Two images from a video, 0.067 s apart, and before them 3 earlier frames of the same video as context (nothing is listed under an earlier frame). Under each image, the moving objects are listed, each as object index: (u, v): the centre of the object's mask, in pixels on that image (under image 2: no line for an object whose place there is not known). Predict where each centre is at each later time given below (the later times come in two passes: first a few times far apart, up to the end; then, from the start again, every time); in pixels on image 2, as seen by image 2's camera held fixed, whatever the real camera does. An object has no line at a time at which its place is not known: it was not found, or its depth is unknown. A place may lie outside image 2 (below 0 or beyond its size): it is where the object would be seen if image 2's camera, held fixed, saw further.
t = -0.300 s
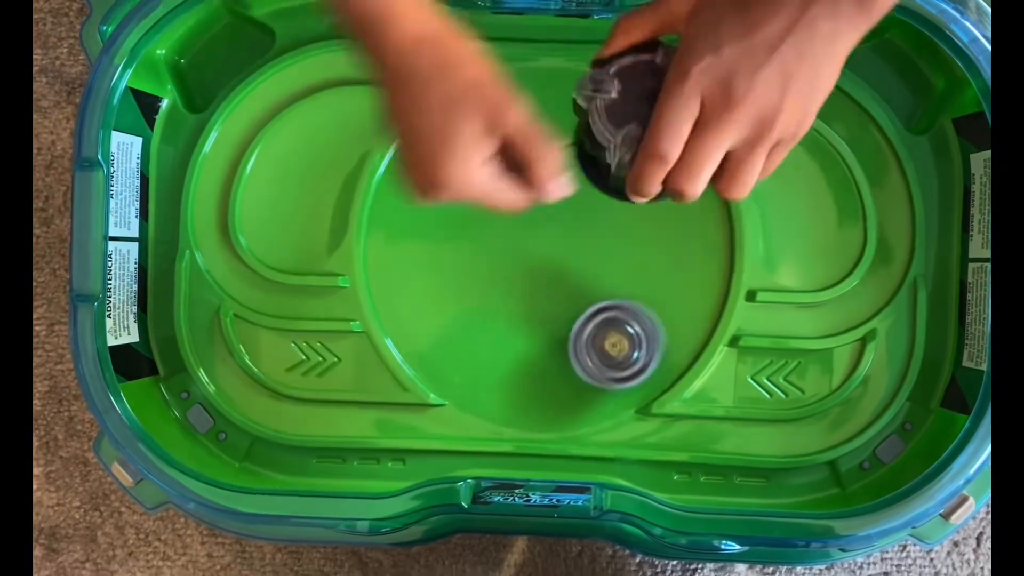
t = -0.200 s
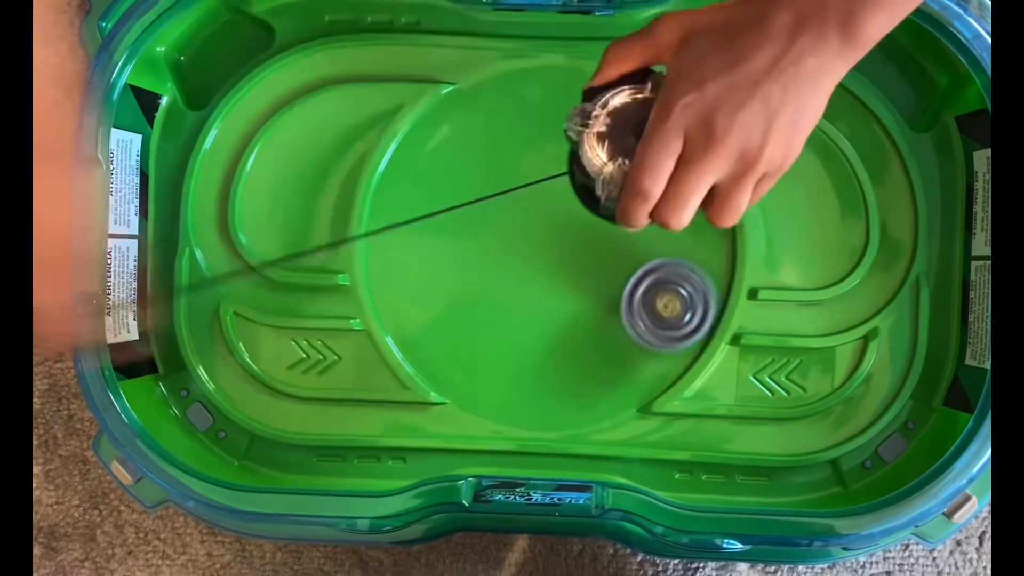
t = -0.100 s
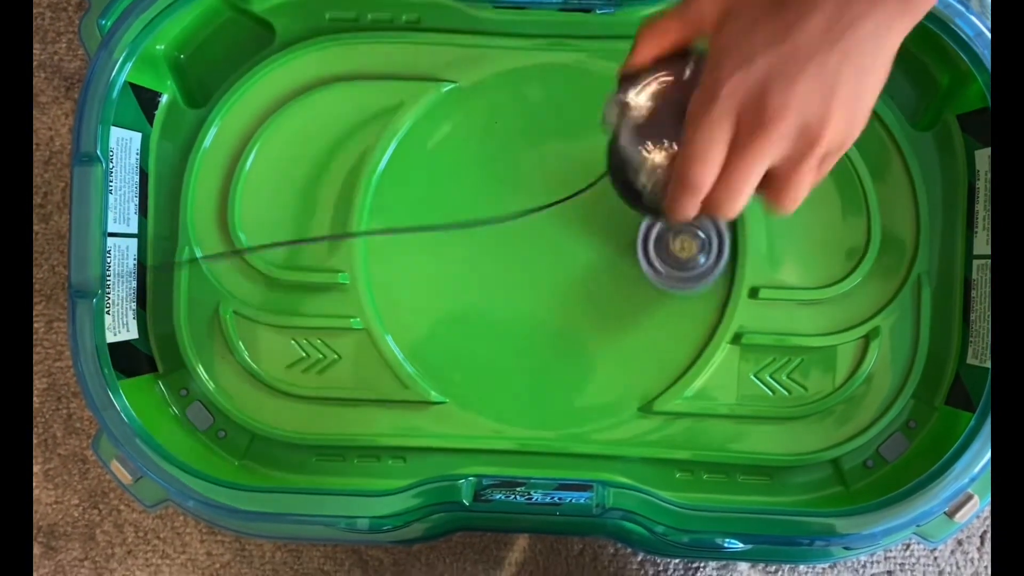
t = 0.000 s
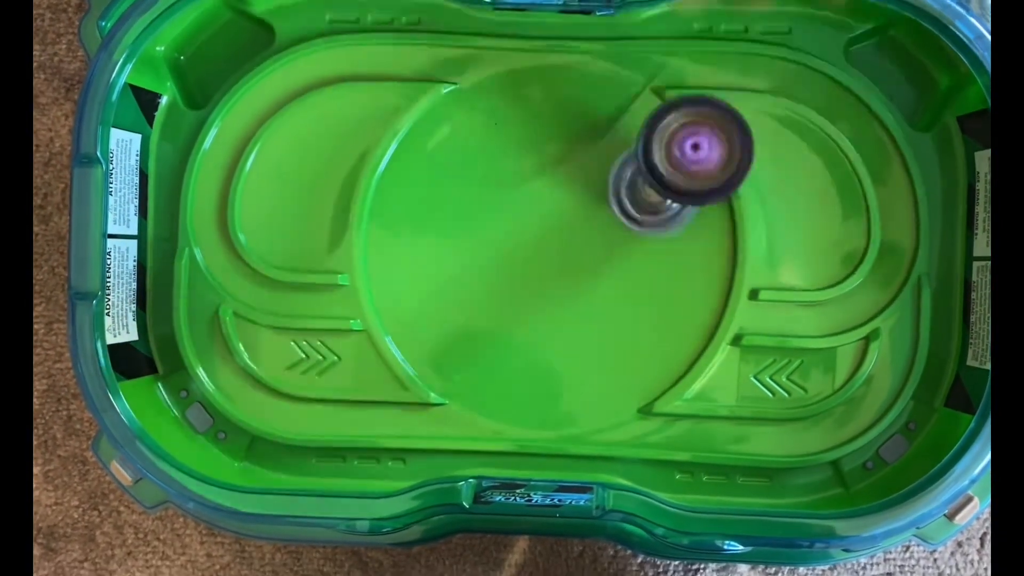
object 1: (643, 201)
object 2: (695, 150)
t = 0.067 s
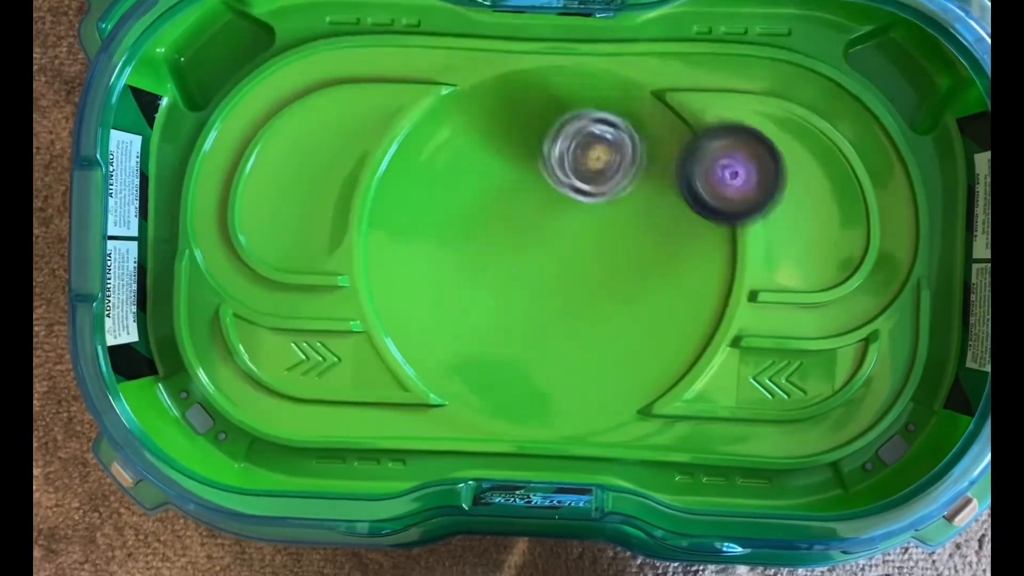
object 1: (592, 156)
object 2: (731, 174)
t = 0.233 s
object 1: (445, 117)
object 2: (827, 262)
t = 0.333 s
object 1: (447, 167)
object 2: (850, 246)
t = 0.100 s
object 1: (548, 135)
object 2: (752, 190)
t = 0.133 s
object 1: (511, 119)
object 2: (770, 206)
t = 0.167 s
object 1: (477, 109)
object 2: (790, 225)
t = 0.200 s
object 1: (455, 104)
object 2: (810, 244)
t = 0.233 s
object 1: (445, 117)
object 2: (827, 262)
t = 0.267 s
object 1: (441, 132)
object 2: (843, 269)
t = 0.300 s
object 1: (443, 149)
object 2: (852, 263)
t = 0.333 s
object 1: (447, 167)
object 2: (850, 246)
